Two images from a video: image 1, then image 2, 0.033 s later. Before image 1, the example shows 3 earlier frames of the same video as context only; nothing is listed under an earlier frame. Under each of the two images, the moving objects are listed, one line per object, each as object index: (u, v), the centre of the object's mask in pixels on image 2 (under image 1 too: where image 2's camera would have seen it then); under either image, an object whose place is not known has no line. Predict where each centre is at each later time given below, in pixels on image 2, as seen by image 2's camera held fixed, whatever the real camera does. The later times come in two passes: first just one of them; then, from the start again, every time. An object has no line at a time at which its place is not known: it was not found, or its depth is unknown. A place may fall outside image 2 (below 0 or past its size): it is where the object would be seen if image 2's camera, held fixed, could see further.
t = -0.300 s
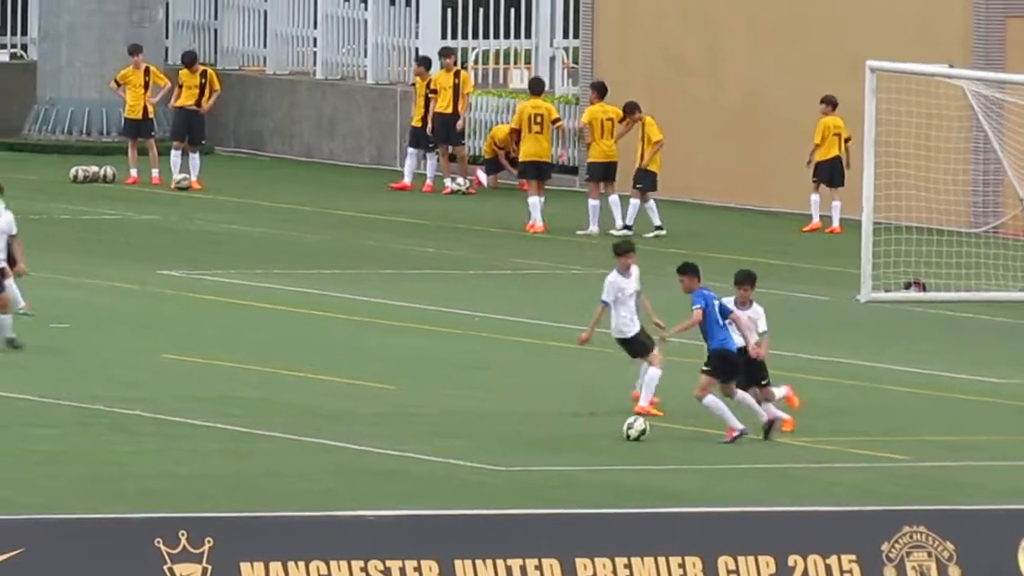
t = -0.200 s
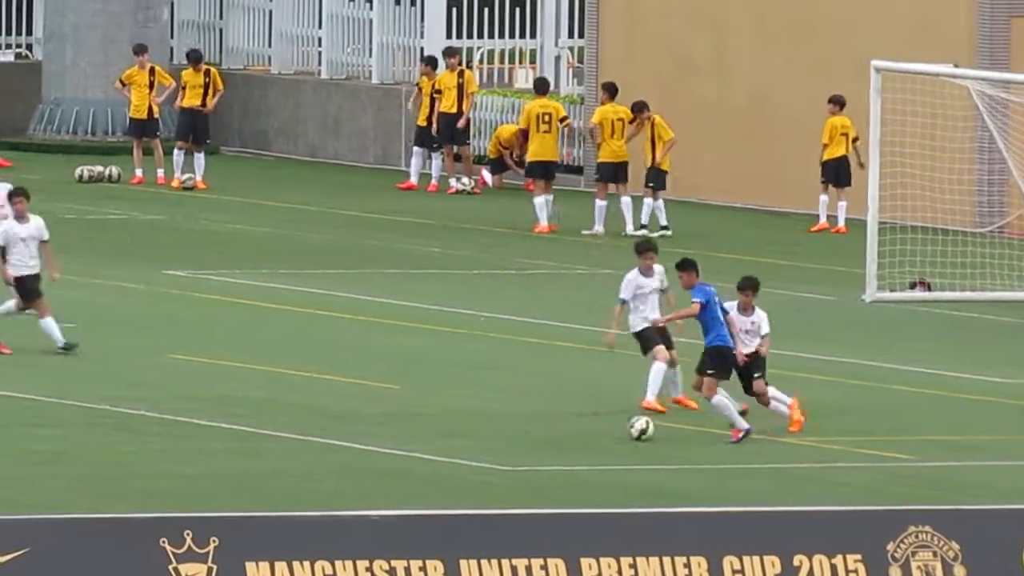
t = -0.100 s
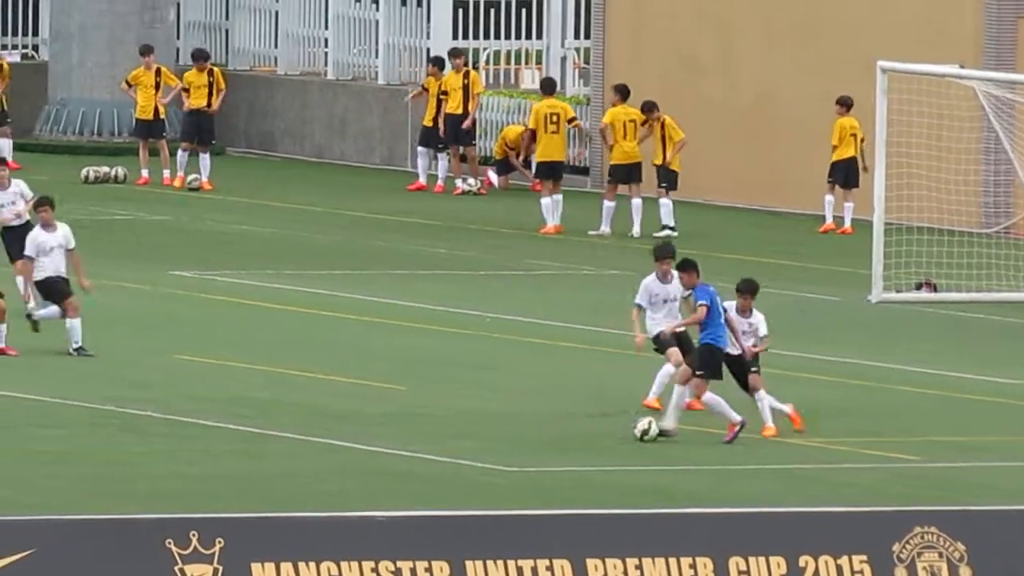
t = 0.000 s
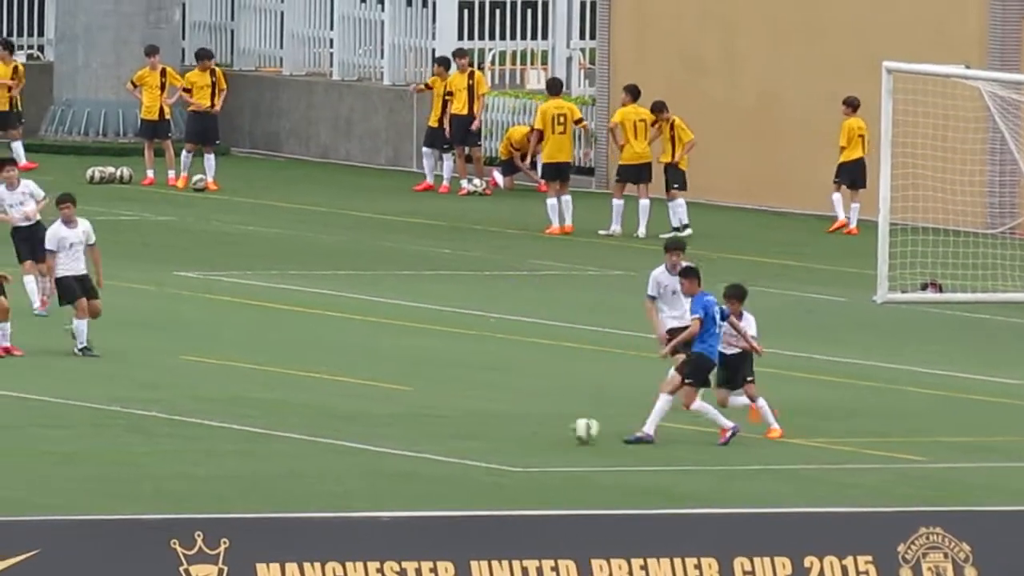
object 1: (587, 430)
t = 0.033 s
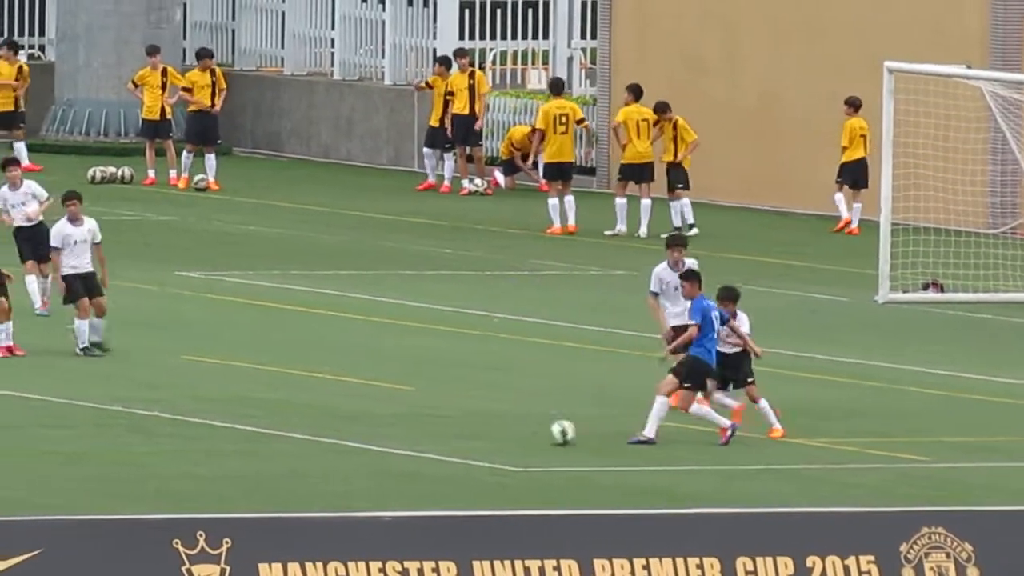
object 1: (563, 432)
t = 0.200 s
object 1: (459, 434)
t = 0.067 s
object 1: (540, 433)
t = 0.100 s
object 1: (519, 433)
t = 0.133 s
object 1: (498, 435)
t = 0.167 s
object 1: (478, 435)
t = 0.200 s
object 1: (459, 434)
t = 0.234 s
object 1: (441, 435)
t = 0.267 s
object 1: (422, 436)
